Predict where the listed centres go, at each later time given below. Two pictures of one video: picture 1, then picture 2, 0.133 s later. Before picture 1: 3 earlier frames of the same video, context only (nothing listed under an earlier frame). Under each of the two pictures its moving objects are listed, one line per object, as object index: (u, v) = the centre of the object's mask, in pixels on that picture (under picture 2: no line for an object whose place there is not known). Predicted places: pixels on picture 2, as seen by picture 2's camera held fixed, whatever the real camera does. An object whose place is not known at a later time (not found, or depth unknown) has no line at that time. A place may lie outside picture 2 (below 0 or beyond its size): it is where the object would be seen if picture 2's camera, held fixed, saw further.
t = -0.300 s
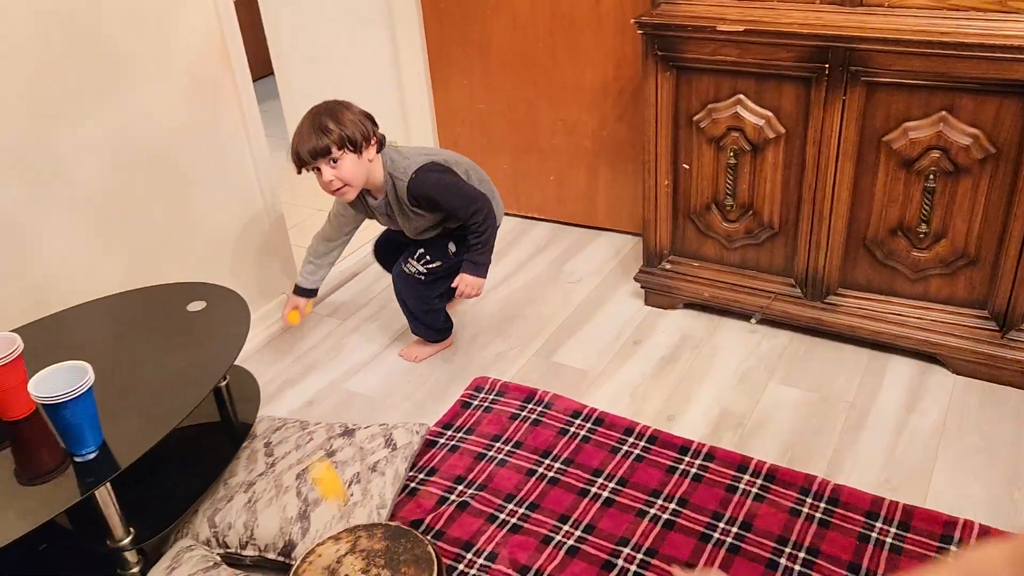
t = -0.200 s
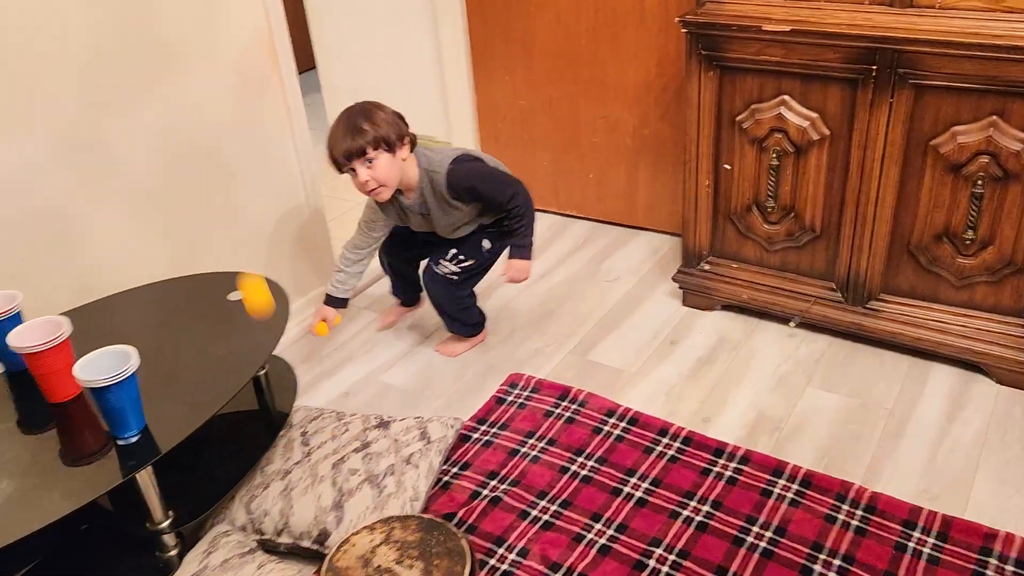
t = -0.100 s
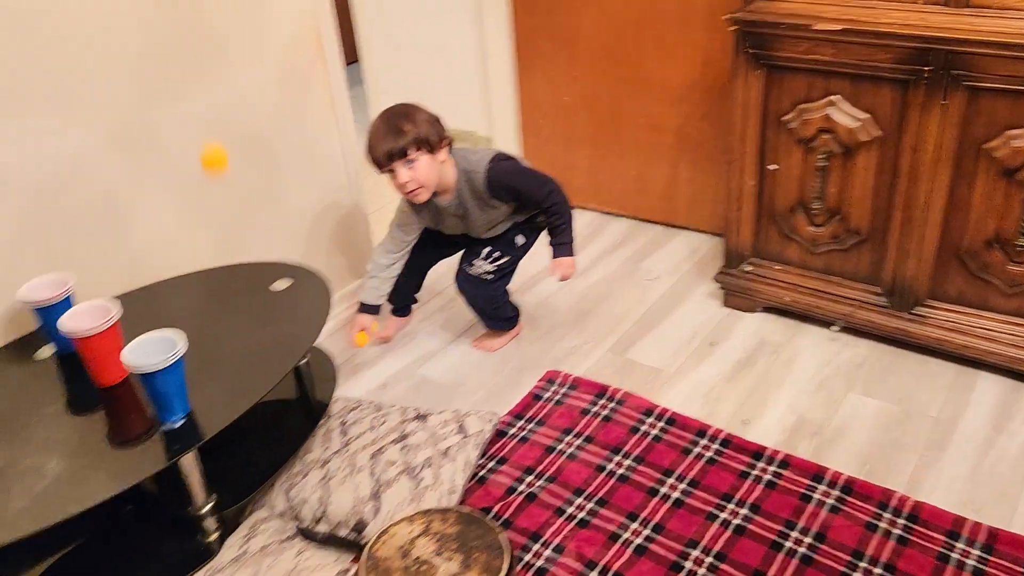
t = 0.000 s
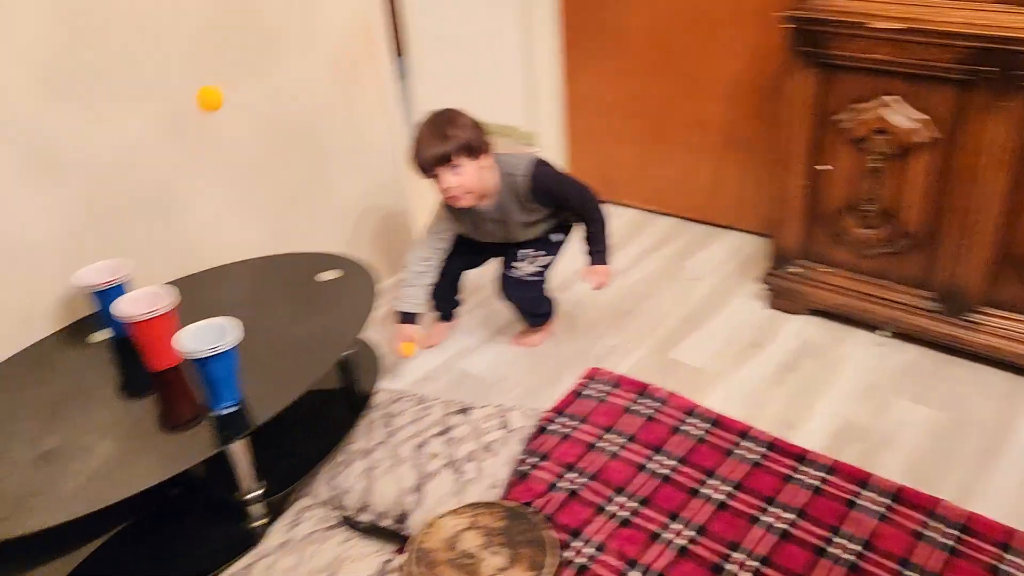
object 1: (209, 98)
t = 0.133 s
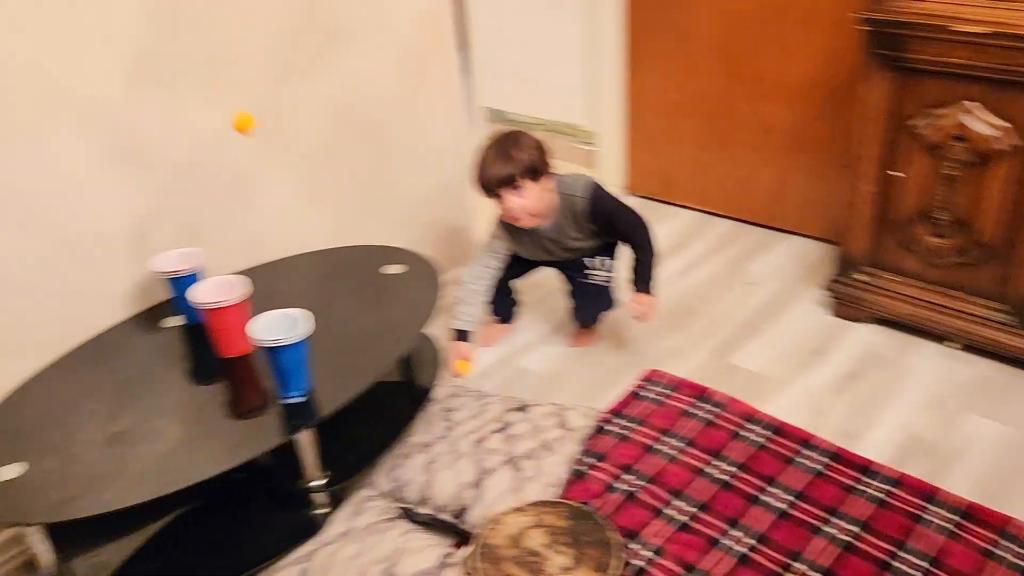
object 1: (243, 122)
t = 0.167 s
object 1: (238, 143)
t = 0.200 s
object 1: (234, 169)
